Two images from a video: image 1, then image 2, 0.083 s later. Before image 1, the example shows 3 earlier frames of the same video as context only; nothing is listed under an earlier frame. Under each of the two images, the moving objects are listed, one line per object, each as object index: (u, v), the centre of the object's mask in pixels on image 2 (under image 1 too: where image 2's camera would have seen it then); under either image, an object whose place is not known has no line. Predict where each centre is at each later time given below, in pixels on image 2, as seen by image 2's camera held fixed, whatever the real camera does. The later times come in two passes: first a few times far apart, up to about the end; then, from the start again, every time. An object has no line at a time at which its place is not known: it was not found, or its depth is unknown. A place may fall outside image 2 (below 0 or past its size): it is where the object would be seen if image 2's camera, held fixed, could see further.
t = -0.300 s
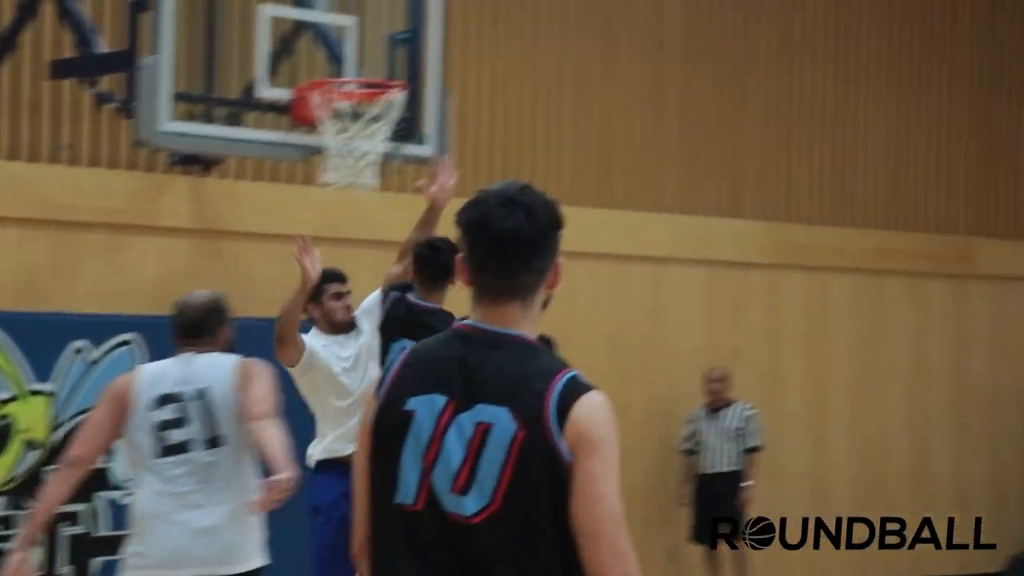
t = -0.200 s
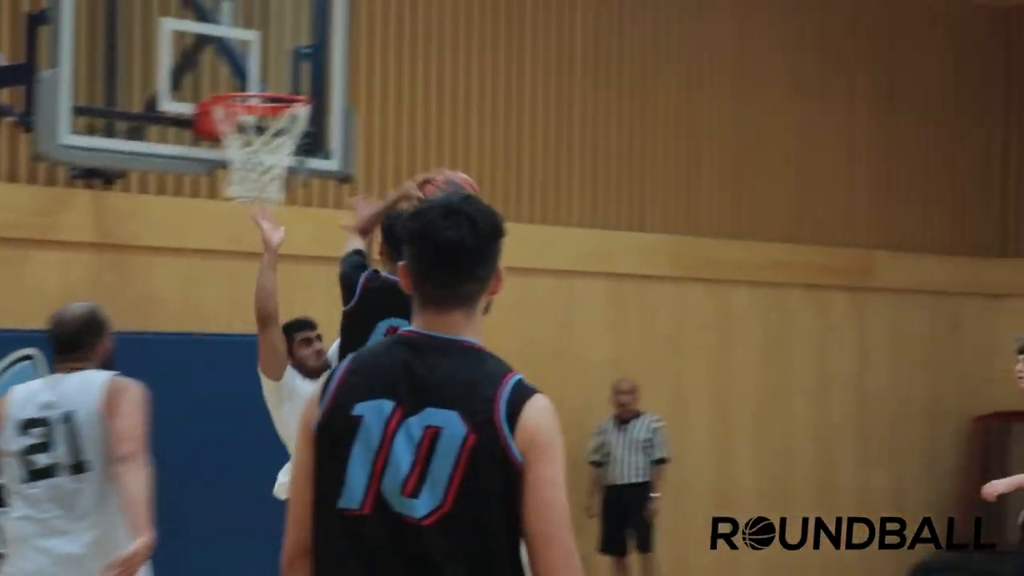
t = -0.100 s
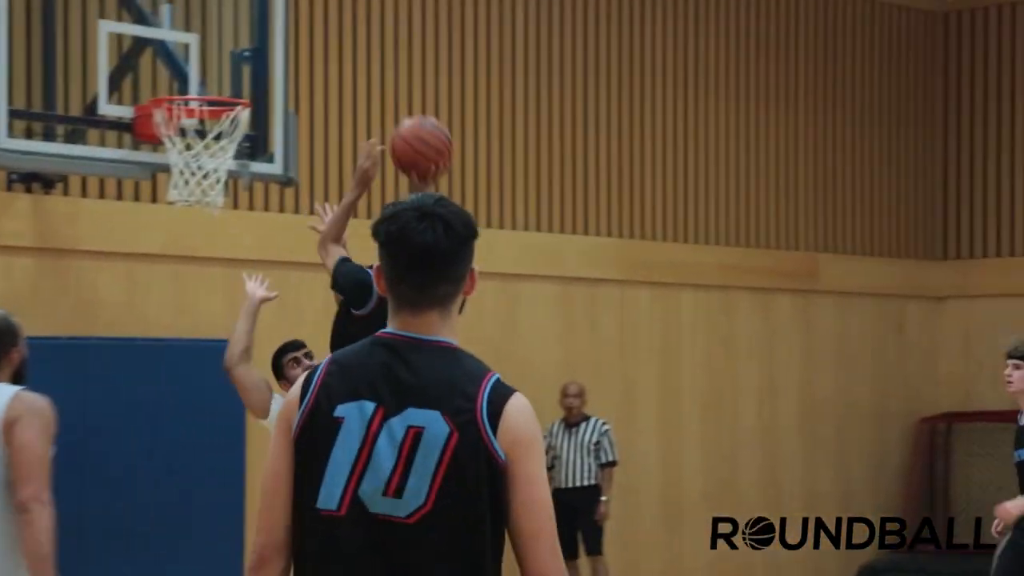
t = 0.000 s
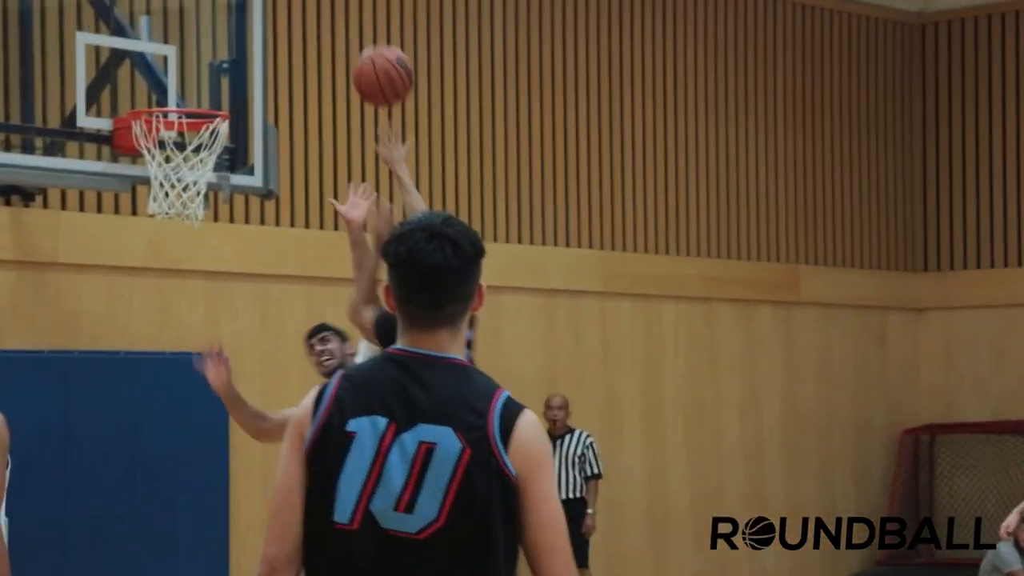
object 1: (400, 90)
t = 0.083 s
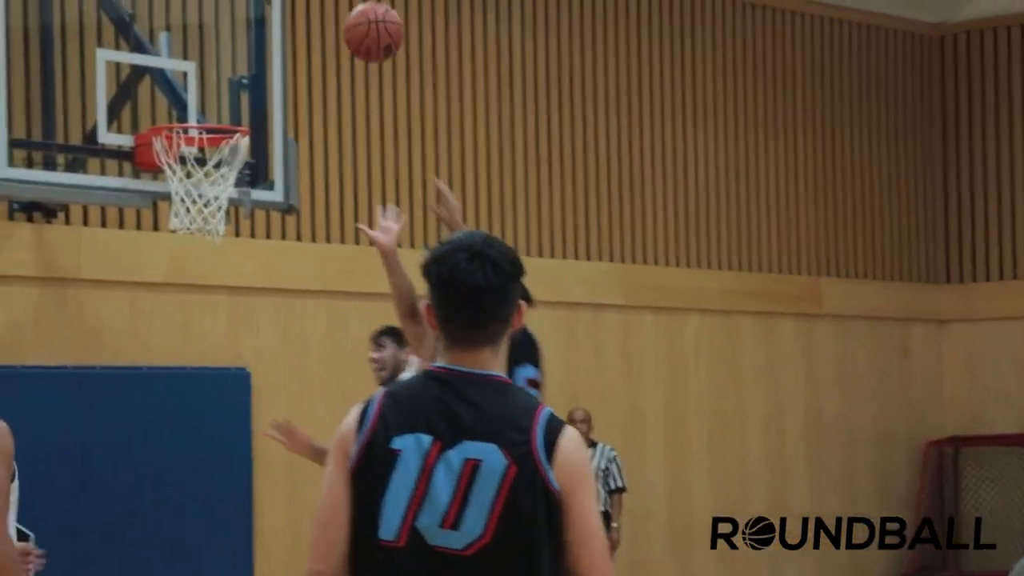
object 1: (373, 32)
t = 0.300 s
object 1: (307, -28)
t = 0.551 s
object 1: (246, 28)
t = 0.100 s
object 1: (368, 23)
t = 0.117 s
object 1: (362, 17)
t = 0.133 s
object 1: (357, 11)
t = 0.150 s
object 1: (351, 6)
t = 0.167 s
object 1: (347, 0)
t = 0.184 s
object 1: (341, -5)
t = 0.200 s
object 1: (335, -10)
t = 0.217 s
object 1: (331, -14)
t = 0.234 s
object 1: (325, -17)
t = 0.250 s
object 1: (320, -21)
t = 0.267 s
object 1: (315, -24)
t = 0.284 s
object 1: (312, -27)
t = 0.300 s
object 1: (307, -28)
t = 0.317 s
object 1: (302, -30)
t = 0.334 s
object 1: (298, -31)
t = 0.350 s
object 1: (293, -30)
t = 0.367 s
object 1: (289, -28)
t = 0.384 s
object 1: (285, -26)
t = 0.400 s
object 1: (281, -23)
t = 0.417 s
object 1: (277, -19)
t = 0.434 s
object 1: (273, -15)
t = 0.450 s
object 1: (269, -10)
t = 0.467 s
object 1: (266, -5)
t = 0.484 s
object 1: (261, 1)
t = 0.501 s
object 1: (258, 7)
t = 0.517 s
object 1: (254, 14)
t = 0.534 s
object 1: (250, 21)
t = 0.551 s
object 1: (246, 28)
